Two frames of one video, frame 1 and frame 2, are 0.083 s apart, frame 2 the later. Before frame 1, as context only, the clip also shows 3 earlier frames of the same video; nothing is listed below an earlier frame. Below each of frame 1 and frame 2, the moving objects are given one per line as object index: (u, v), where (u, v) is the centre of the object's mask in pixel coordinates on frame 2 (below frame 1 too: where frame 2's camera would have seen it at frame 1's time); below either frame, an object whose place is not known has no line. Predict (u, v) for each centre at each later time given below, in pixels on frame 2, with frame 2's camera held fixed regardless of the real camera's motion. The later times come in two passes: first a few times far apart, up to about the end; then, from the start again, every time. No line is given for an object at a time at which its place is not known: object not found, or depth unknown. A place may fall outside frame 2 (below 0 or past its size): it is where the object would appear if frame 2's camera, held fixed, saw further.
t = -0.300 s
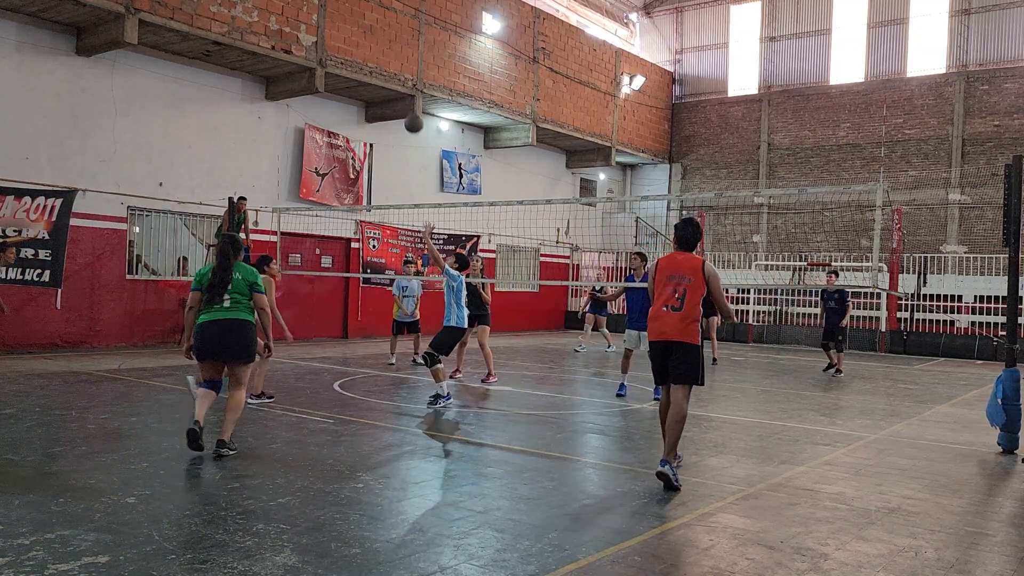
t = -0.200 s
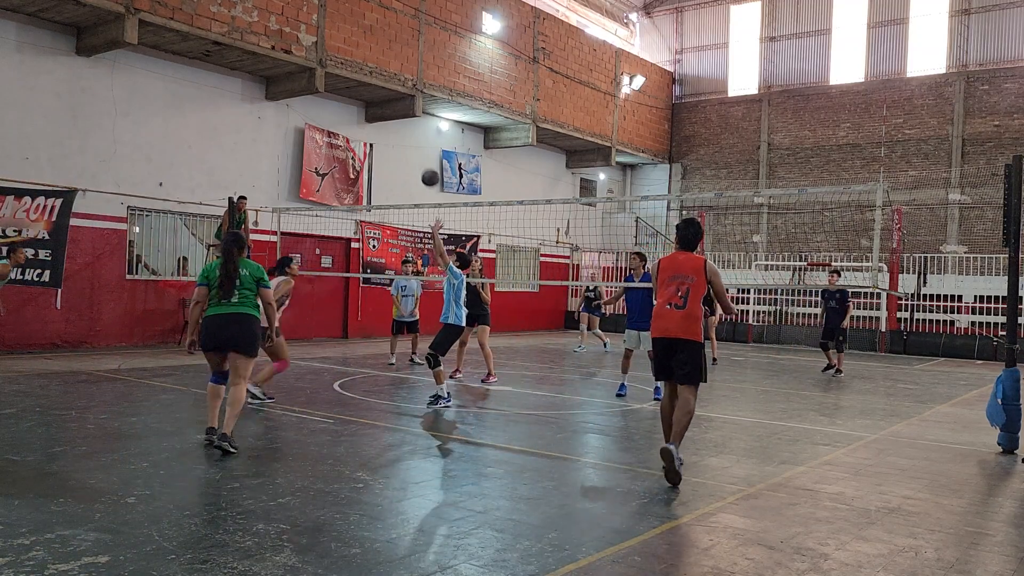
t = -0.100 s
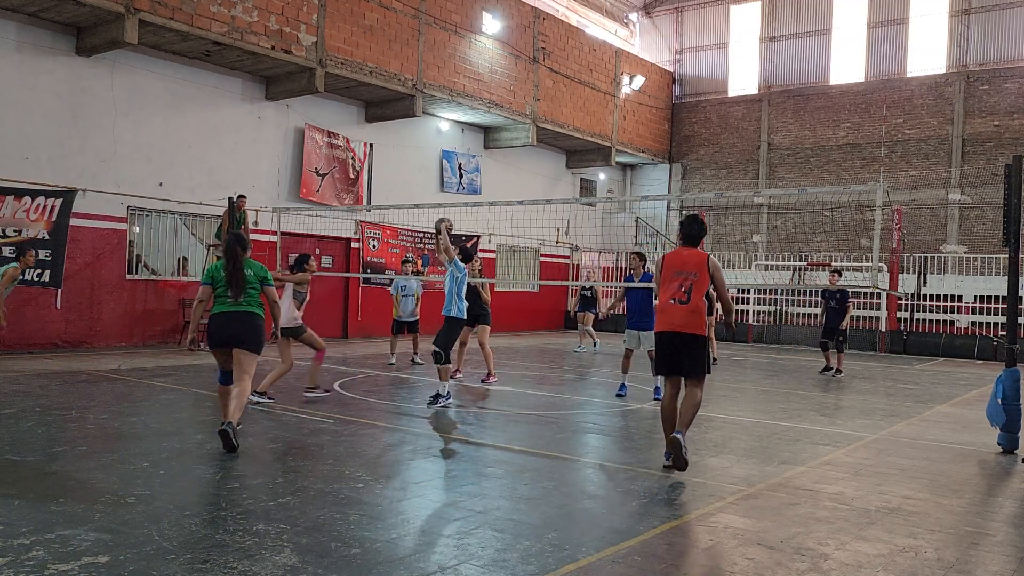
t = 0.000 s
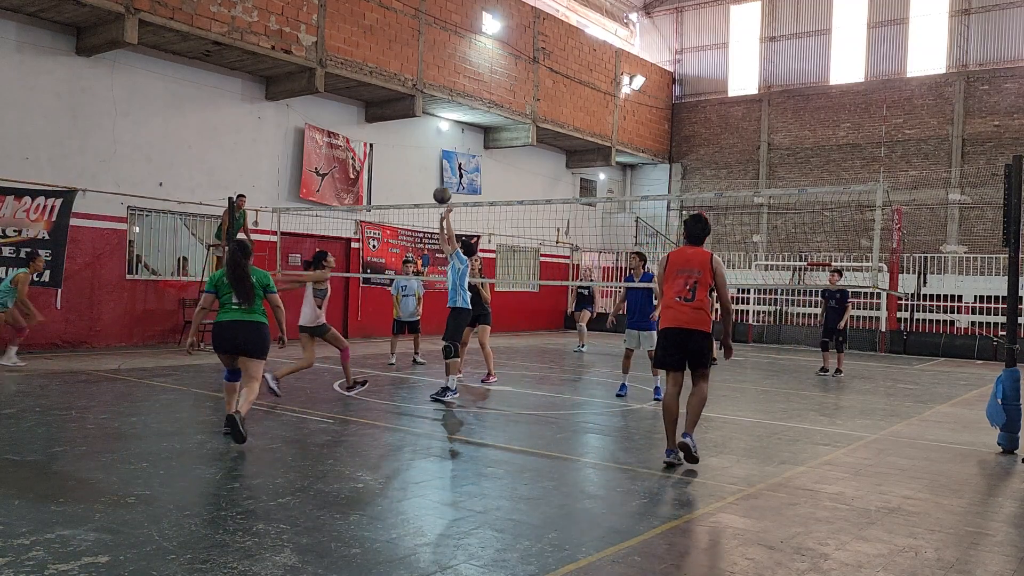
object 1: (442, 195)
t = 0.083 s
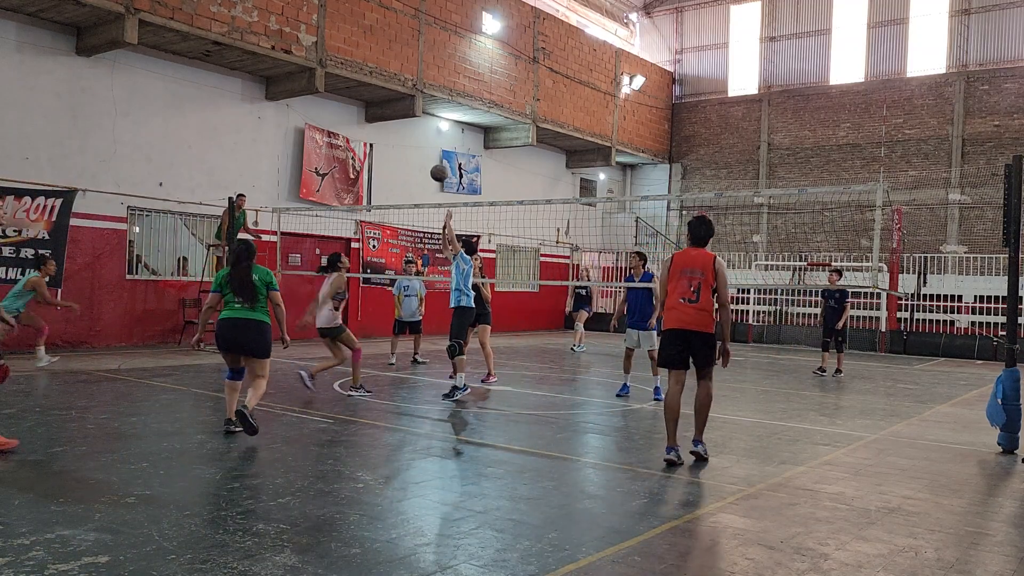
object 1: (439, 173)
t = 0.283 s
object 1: (432, 146)
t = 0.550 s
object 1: (422, 162)
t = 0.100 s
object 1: (438, 169)
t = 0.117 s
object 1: (438, 166)
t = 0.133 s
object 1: (437, 163)
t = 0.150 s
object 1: (436, 160)
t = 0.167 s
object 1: (436, 157)
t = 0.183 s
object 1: (435, 155)
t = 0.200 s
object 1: (435, 153)
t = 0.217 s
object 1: (434, 151)
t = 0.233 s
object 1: (434, 149)
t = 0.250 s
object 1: (433, 148)
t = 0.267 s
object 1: (432, 147)
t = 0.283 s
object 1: (432, 146)
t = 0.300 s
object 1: (431, 145)
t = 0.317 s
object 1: (431, 145)
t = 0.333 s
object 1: (430, 145)
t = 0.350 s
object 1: (429, 145)
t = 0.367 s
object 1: (429, 145)
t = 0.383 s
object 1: (428, 145)
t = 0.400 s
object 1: (427, 146)
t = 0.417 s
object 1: (427, 147)
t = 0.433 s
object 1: (426, 148)
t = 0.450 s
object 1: (426, 149)
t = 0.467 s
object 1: (425, 151)
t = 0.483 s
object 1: (424, 153)
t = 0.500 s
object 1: (423, 155)
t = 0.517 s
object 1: (423, 157)
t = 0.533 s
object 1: (422, 159)
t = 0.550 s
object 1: (422, 162)
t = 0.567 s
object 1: (421, 165)
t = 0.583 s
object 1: (420, 168)
